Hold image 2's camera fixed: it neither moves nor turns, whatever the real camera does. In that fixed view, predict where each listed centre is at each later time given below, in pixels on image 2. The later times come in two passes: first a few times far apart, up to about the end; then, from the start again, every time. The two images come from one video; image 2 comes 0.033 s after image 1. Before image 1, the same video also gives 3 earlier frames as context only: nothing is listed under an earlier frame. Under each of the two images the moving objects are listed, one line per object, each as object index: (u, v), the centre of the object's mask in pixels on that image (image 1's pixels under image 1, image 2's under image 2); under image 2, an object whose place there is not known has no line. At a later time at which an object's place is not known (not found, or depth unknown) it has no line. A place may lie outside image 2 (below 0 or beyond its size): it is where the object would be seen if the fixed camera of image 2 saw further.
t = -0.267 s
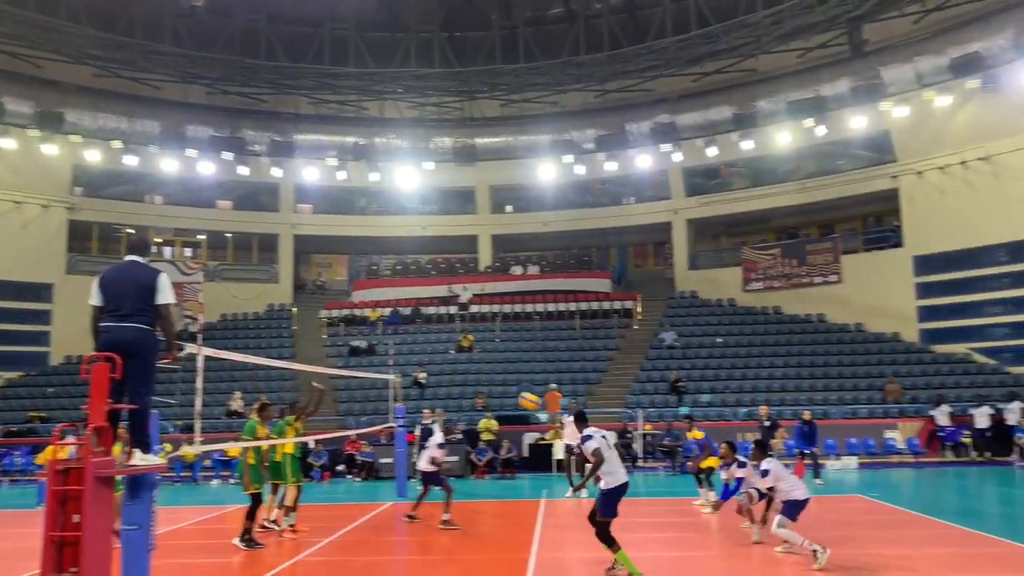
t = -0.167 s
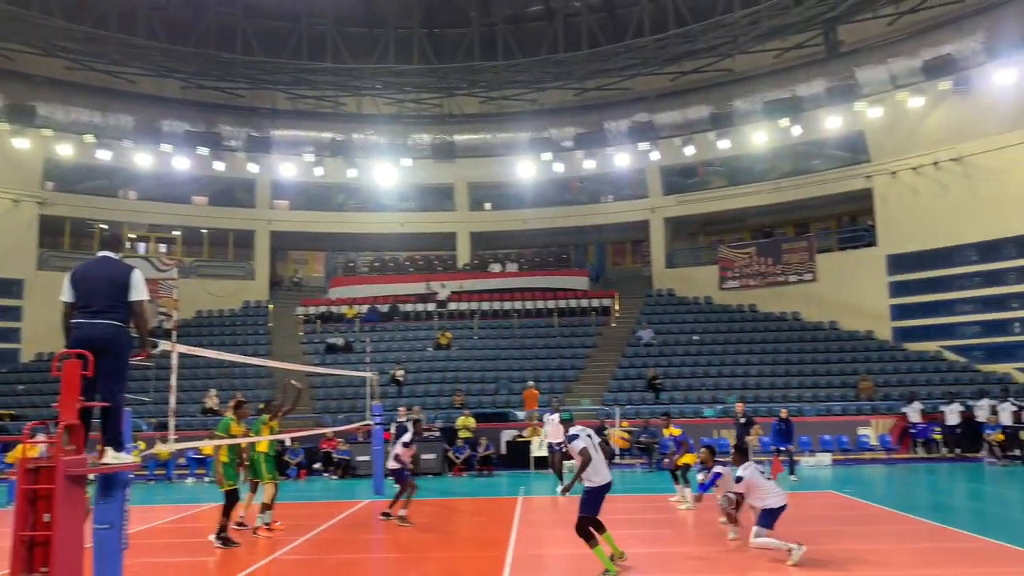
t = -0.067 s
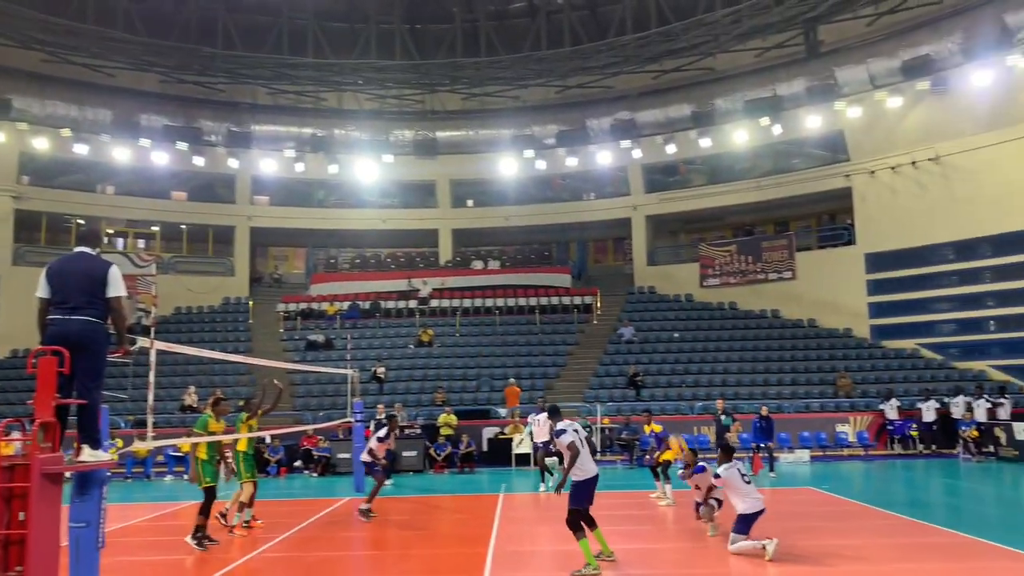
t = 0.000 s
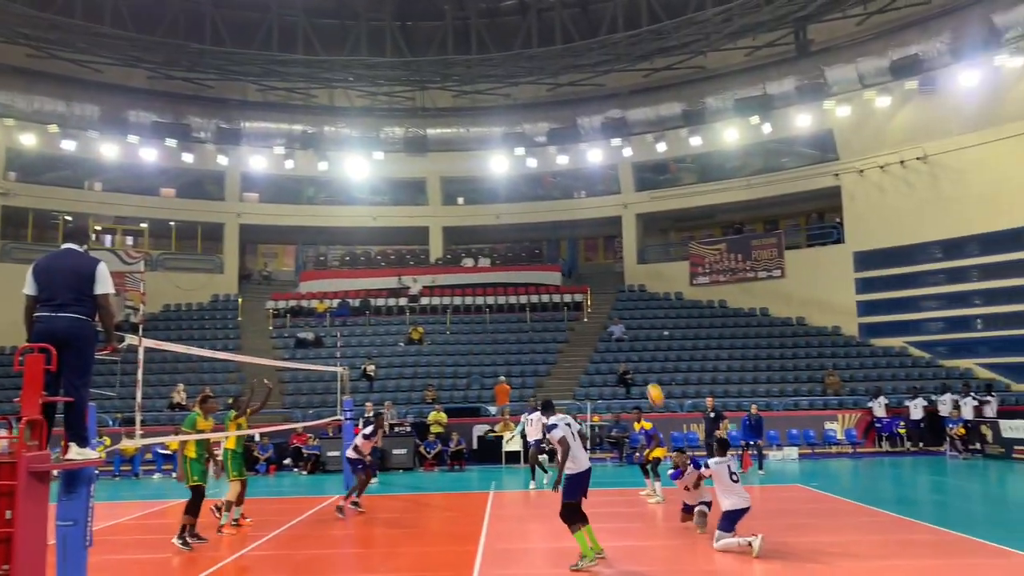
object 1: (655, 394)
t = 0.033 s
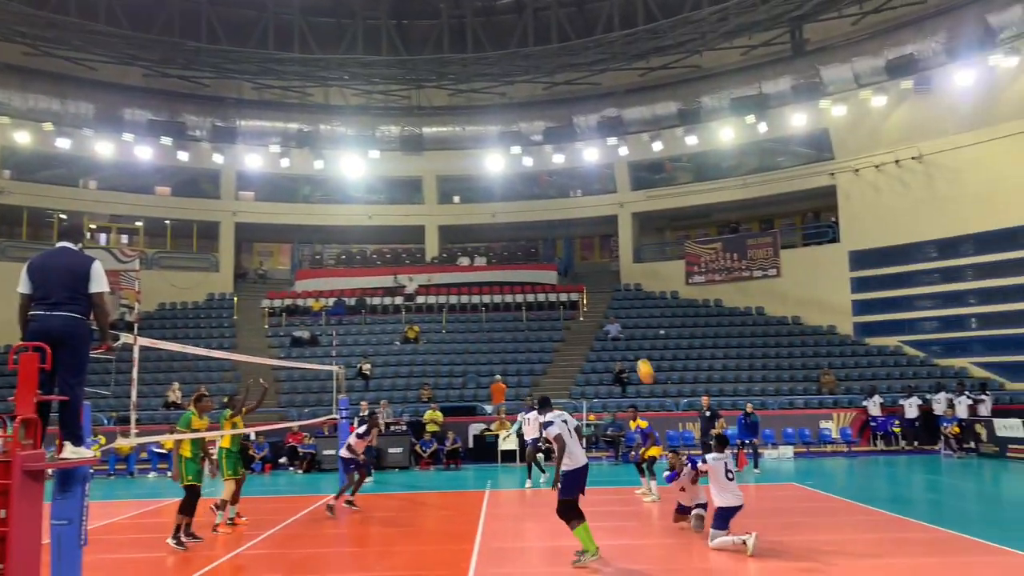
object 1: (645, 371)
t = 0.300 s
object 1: (603, 223)
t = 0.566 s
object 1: (566, 126)
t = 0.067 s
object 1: (639, 349)
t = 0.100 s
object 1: (634, 329)
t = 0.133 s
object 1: (628, 308)
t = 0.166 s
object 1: (622, 289)
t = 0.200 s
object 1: (616, 270)
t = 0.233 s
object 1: (611, 254)
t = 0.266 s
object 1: (607, 238)
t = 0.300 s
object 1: (603, 223)
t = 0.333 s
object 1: (598, 207)
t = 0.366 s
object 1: (592, 192)
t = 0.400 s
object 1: (589, 181)
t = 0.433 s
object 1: (584, 170)
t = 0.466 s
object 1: (577, 156)
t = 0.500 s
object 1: (576, 144)
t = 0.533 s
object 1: (571, 134)
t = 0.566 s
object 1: (566, 126)
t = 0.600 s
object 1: (563, 119)
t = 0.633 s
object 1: (559, 111)
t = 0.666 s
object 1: (554, 105)
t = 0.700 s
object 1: (549, 99)
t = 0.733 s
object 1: (545, 96)
